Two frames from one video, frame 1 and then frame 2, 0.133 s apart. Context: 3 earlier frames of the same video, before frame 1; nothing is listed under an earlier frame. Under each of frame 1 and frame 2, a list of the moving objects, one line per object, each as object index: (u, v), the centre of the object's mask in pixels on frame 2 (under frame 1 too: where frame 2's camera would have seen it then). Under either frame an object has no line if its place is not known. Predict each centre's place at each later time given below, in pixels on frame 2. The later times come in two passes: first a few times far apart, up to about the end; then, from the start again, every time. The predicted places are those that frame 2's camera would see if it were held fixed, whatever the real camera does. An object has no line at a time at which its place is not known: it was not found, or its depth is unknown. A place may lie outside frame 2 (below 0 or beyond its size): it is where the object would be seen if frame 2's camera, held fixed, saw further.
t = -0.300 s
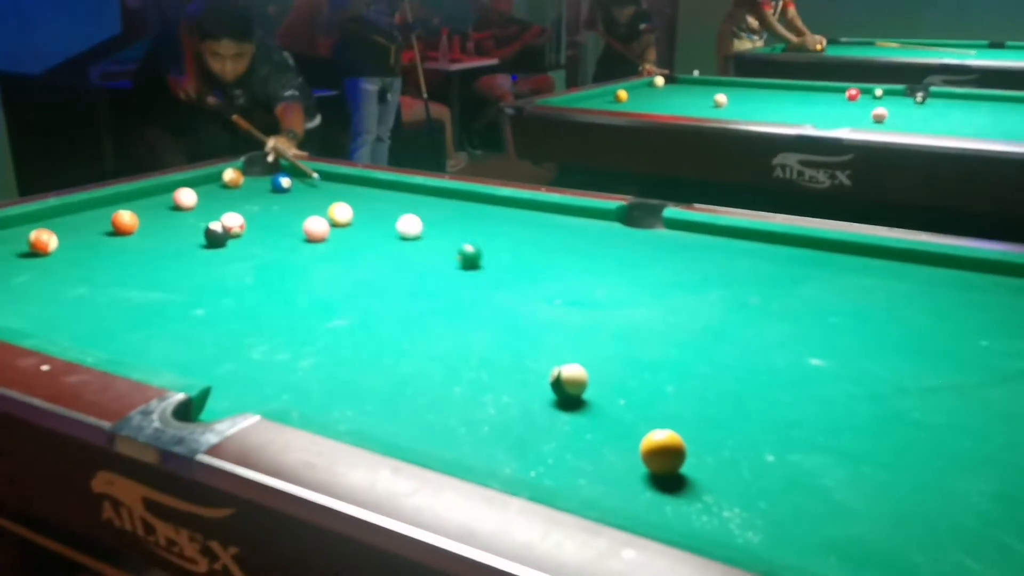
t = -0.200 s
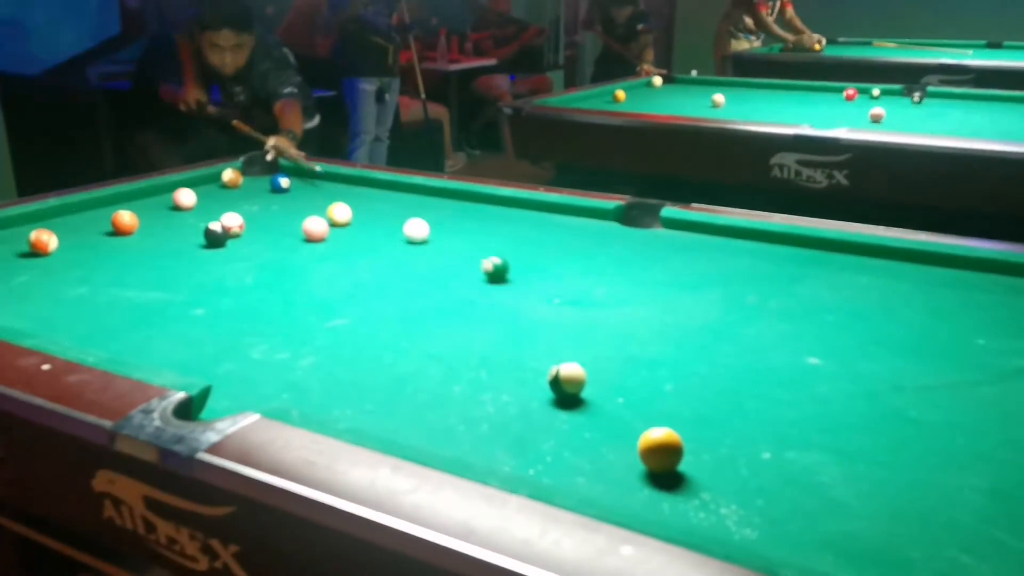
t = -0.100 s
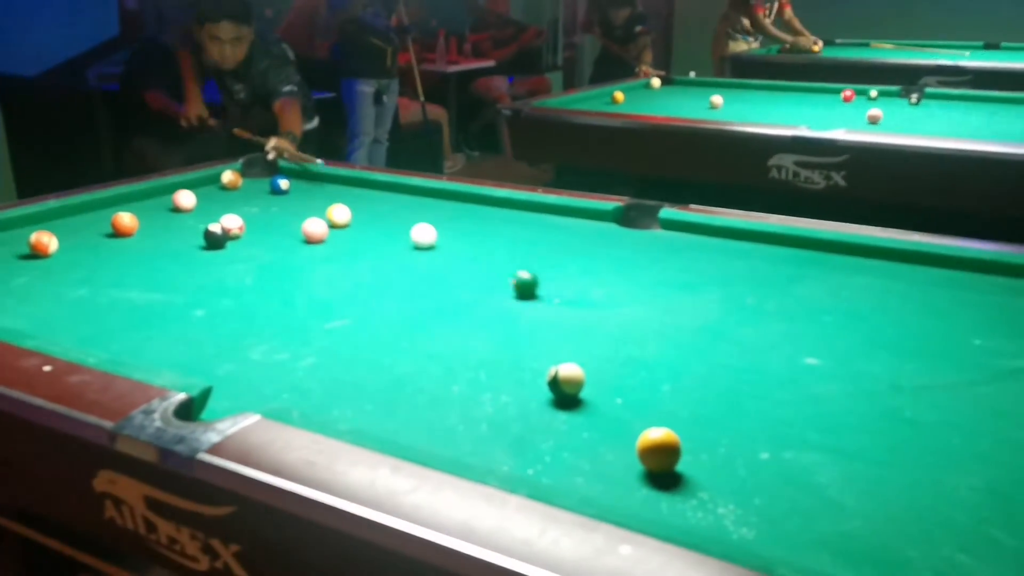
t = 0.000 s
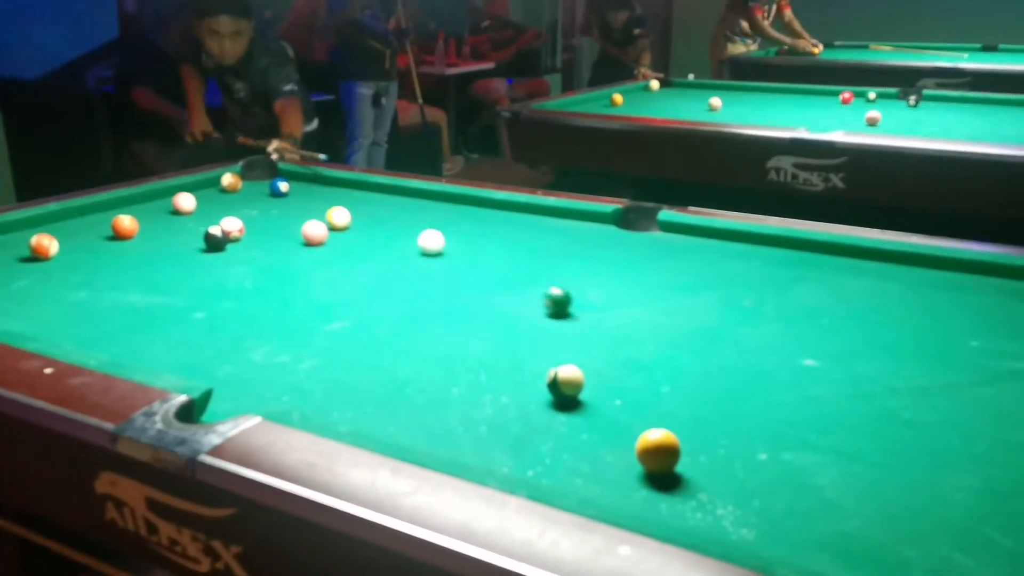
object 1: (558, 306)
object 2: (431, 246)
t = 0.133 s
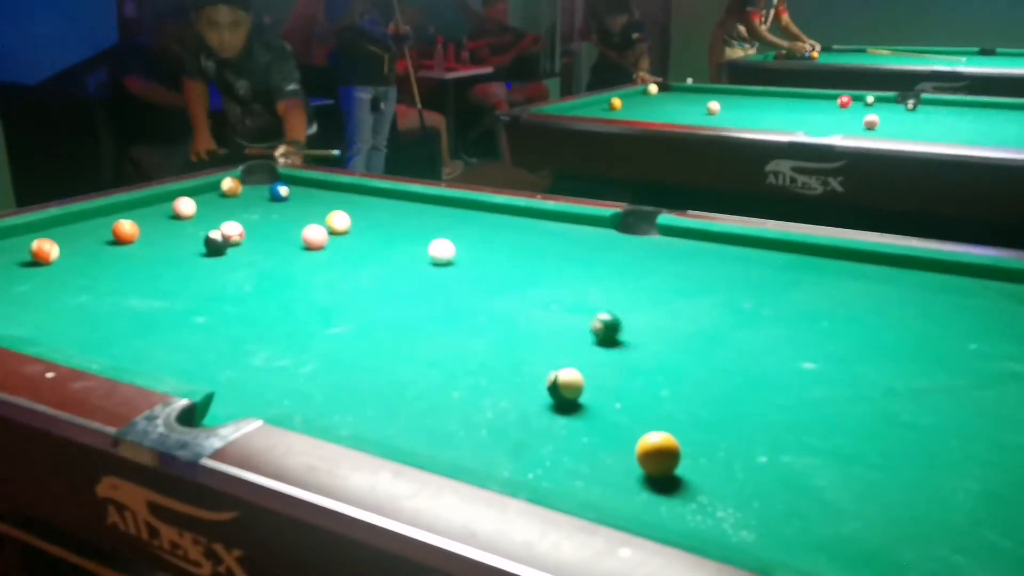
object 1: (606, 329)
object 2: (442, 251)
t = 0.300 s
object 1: (677, 363)
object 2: (455, 258)
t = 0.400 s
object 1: (726, 386)
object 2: (463, 262)
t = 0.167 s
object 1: (619, 336)
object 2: (444, 253)
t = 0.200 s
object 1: (633, 342)
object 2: (447, 254)
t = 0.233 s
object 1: (647, 349)
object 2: (449, 256)
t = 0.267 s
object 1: (662, 355)
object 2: (452, 257)
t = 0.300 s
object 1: (677, 363)
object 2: (455, 258)
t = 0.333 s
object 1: (693, 370)
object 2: (457, 259)
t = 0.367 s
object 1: (709, 378)
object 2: (460, 260)
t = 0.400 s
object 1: (726, 386)
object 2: (463, 262)
